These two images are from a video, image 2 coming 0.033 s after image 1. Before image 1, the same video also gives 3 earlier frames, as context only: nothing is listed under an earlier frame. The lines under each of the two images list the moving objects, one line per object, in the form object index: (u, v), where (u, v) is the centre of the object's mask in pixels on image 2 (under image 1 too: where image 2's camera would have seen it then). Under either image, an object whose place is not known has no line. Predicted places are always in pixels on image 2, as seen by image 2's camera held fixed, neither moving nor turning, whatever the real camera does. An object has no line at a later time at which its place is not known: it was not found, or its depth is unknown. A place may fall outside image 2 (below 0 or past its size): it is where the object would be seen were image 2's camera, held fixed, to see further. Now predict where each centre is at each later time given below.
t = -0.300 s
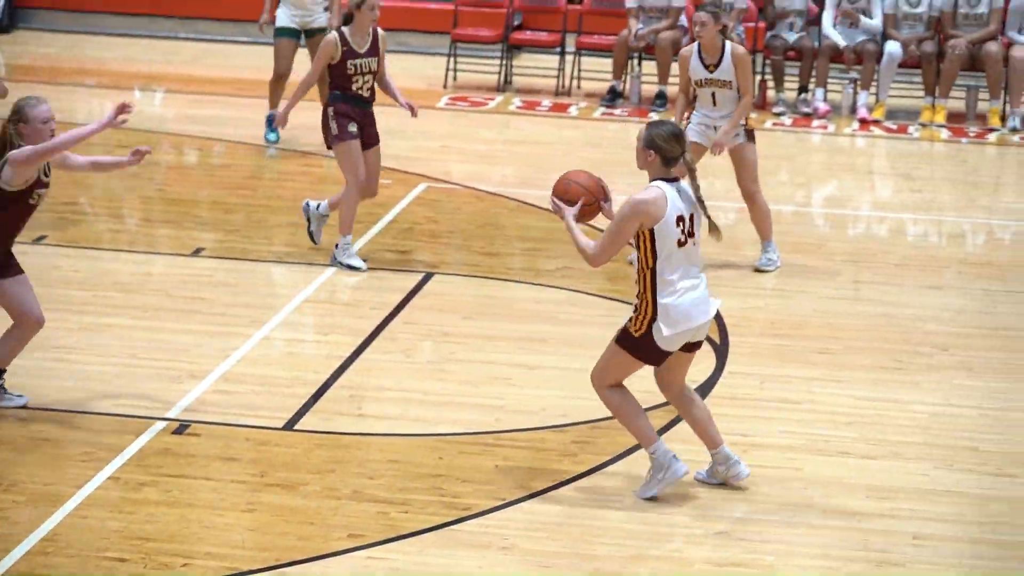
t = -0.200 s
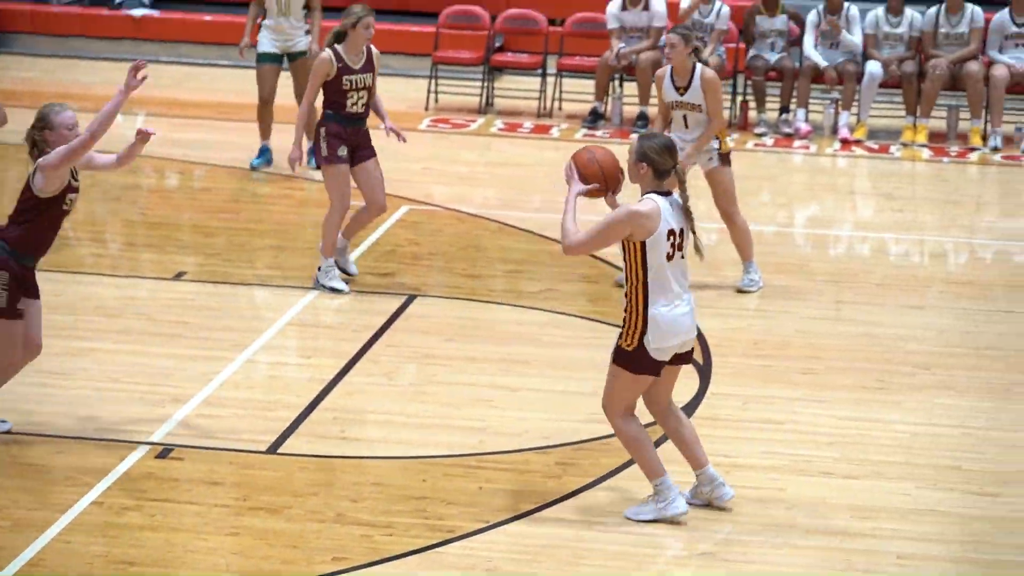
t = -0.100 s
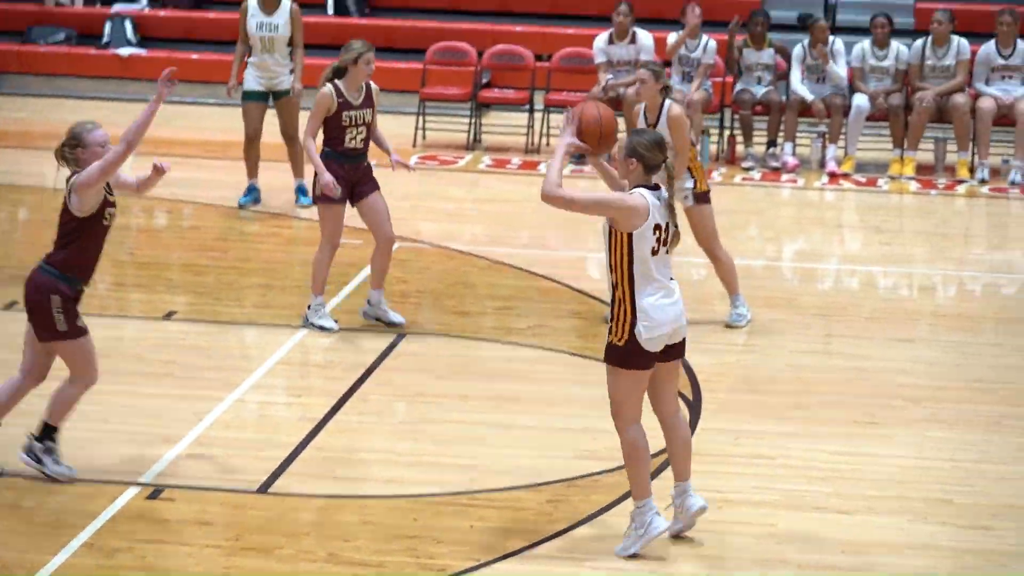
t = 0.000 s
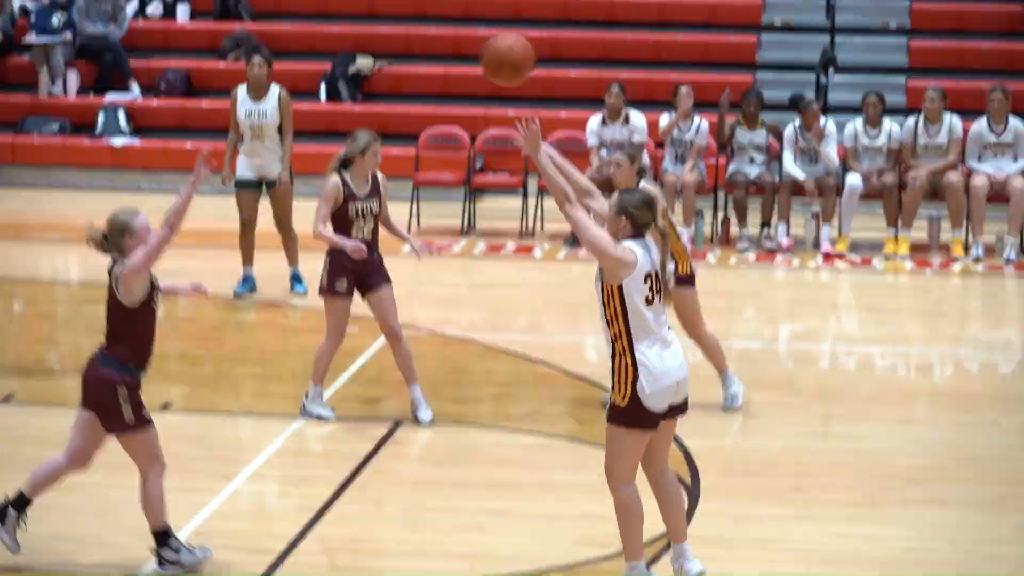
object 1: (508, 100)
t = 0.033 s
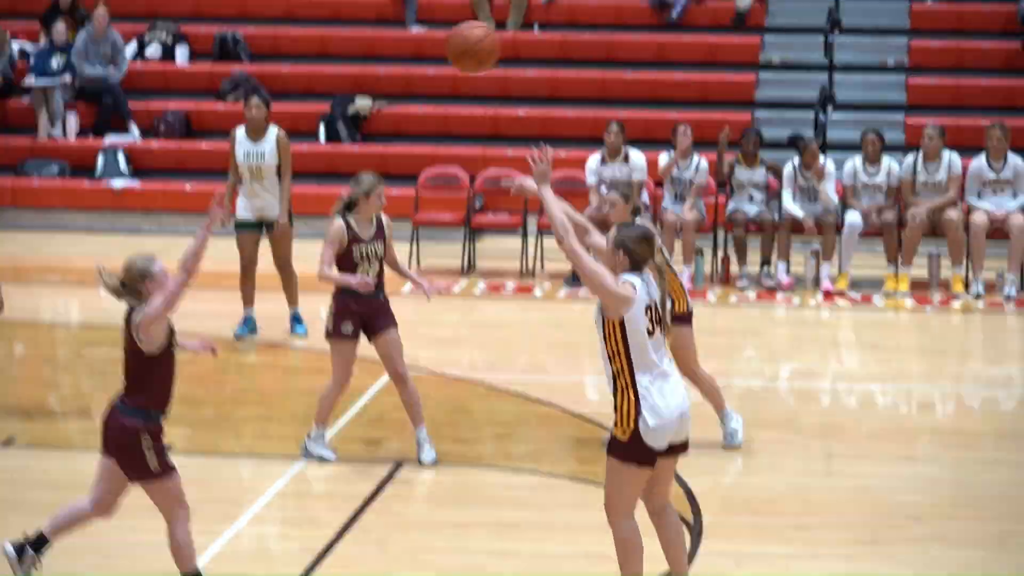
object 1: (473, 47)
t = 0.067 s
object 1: (438, -3)
